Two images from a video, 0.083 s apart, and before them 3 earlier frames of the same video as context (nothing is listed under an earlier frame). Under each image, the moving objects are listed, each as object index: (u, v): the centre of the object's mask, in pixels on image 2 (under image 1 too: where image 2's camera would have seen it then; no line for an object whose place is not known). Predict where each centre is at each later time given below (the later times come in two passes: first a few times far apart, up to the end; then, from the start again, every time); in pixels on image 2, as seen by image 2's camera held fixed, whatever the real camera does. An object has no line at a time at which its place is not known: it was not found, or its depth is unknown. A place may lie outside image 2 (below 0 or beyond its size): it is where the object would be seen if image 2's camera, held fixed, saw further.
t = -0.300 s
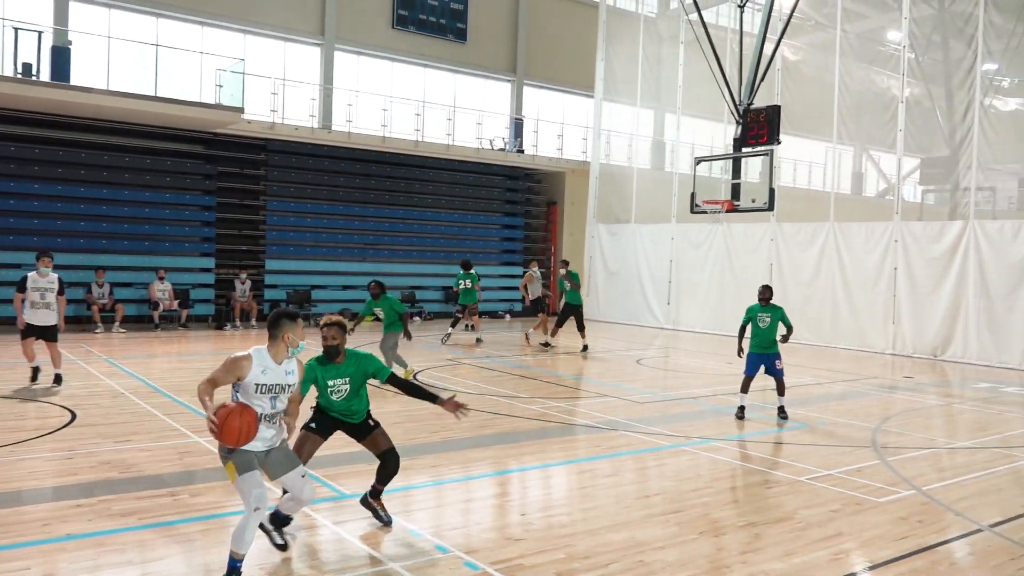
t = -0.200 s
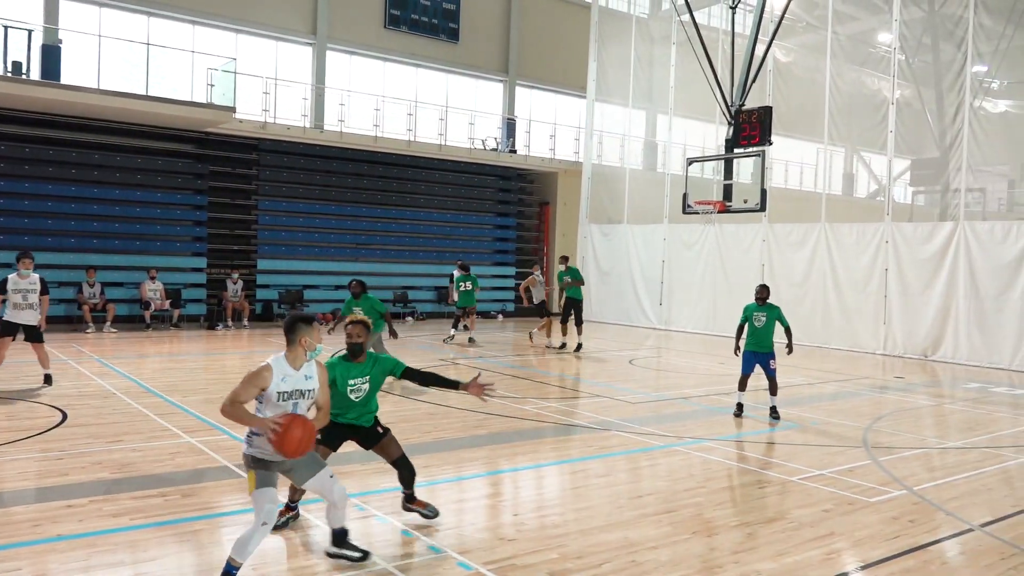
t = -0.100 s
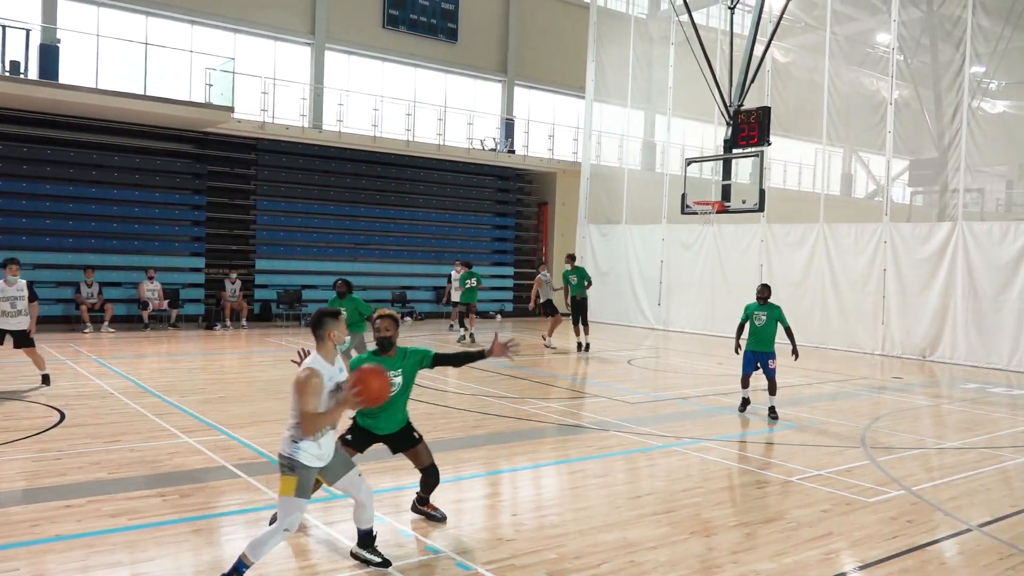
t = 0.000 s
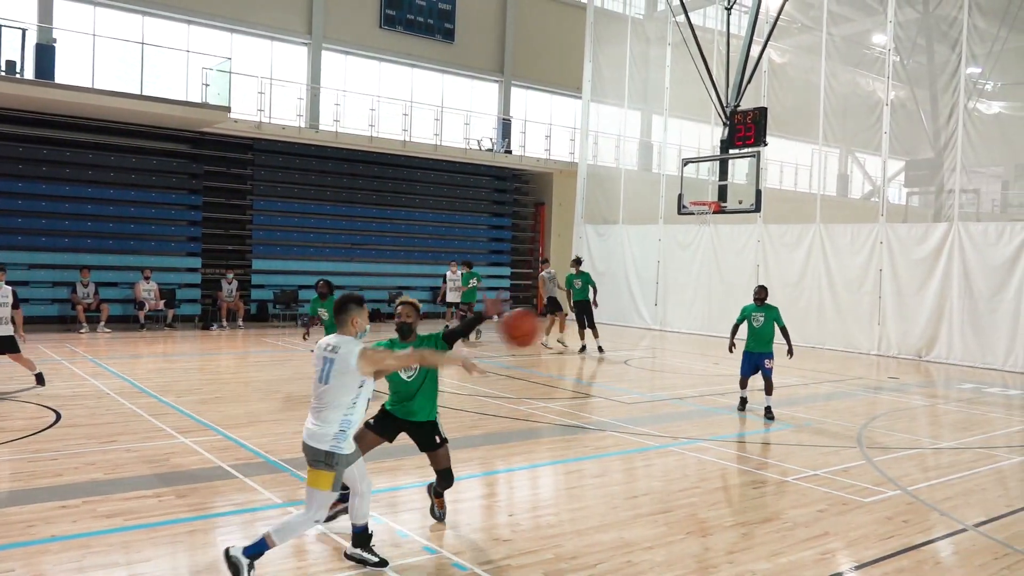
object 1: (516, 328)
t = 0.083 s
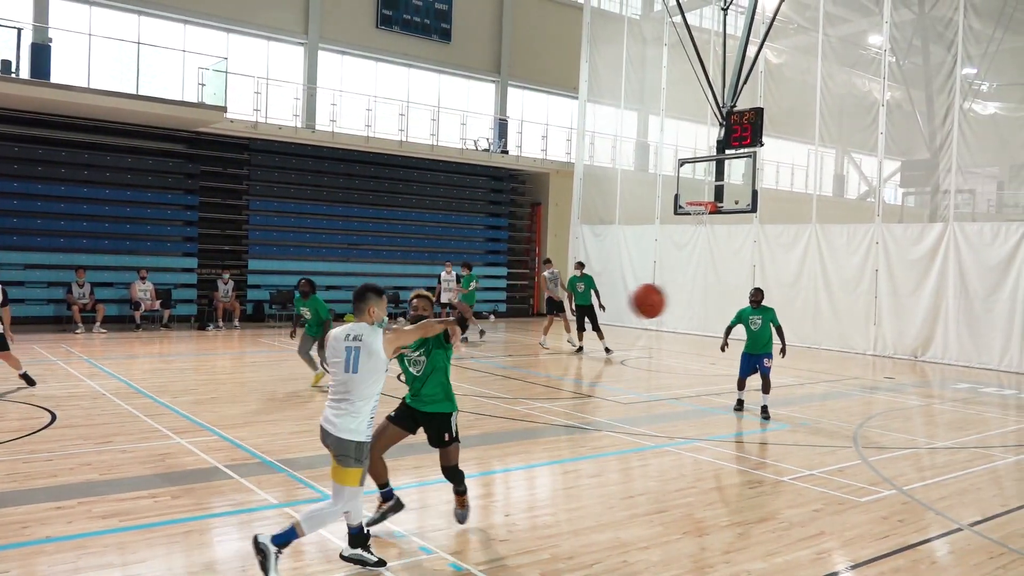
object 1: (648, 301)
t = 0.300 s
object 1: (888, 281)
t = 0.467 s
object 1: (1012, 297)
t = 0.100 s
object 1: (671, 297)
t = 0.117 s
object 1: (694, 294)
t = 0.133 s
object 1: (715, 291)
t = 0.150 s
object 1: (735, 288)
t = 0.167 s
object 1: (755, 287)
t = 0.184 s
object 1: (774, 284)
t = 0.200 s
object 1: (793, 283)
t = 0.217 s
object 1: (810, 282)
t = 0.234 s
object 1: (827, 281)
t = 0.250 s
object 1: (843, 281)
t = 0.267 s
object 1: (859, 280)
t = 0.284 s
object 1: (874, 280)
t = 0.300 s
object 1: (888, 281)
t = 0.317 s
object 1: (903, 281)
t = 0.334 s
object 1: (916, 282)
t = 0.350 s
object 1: (930, 283)
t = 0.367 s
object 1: (942, 285)
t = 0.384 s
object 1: (955, 286)
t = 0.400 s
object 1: (967, 288)
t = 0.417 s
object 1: (979, 290)
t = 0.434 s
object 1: (991, 292)
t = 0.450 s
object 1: (1002, 294)
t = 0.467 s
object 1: (1012, 297)
